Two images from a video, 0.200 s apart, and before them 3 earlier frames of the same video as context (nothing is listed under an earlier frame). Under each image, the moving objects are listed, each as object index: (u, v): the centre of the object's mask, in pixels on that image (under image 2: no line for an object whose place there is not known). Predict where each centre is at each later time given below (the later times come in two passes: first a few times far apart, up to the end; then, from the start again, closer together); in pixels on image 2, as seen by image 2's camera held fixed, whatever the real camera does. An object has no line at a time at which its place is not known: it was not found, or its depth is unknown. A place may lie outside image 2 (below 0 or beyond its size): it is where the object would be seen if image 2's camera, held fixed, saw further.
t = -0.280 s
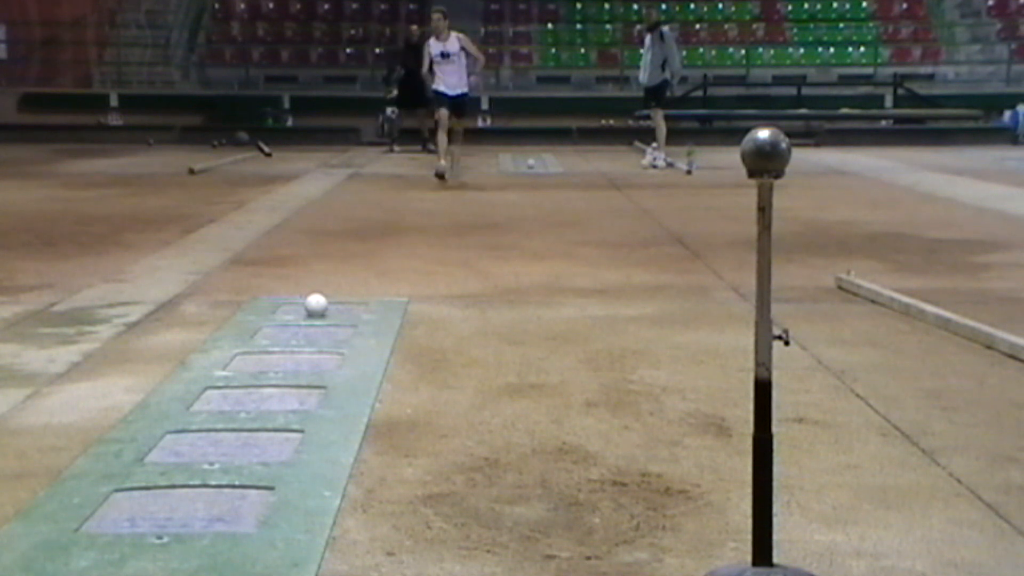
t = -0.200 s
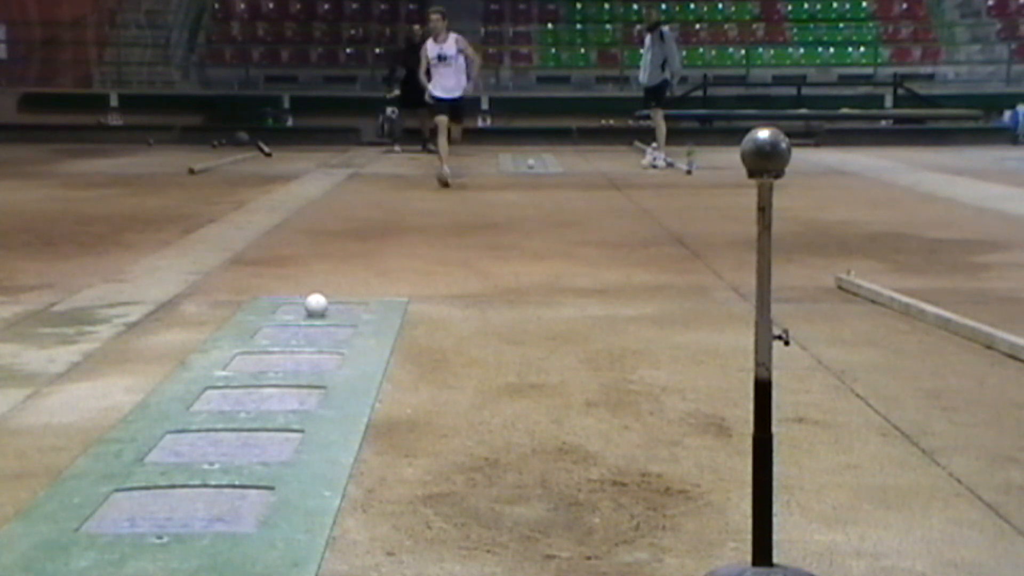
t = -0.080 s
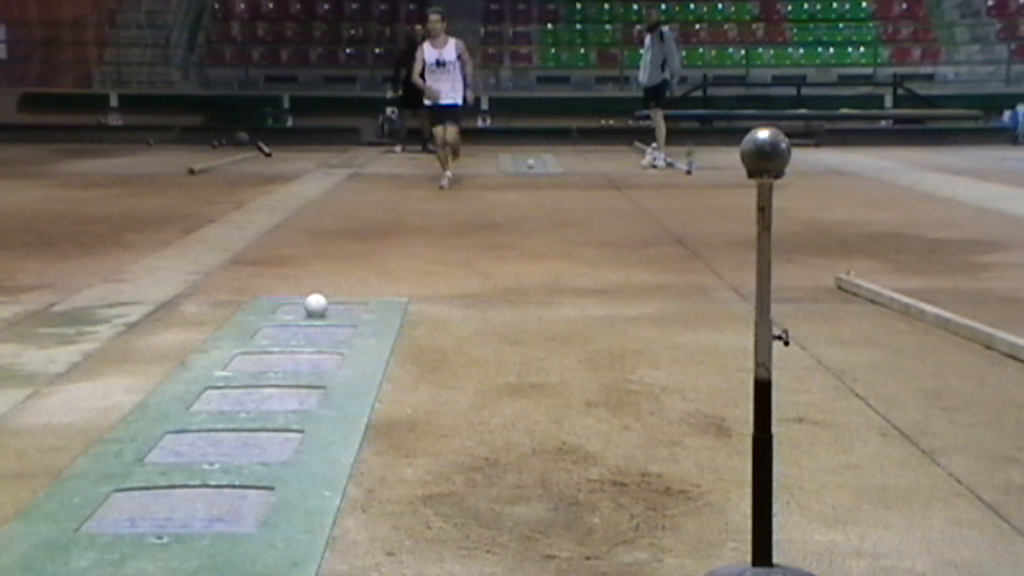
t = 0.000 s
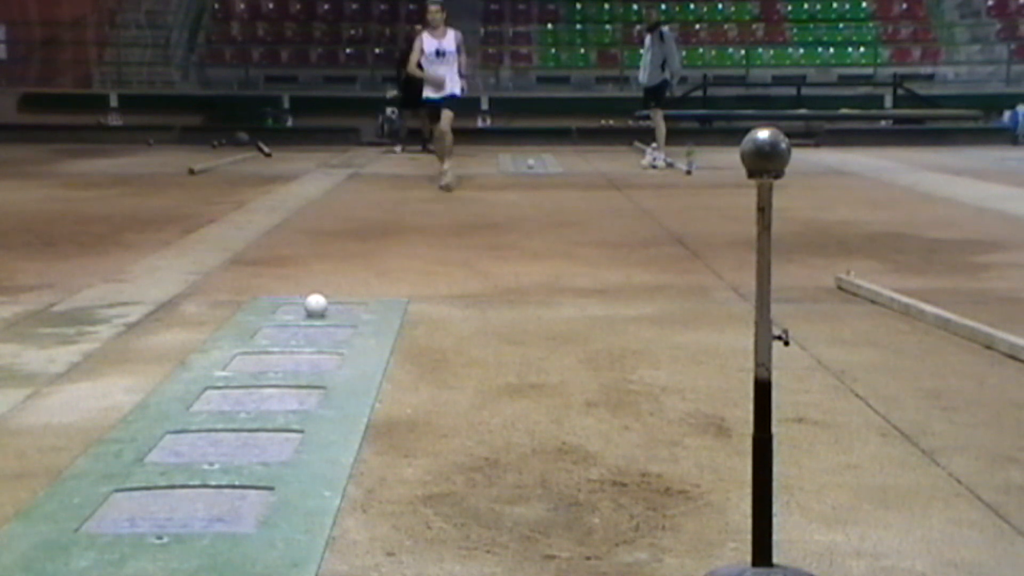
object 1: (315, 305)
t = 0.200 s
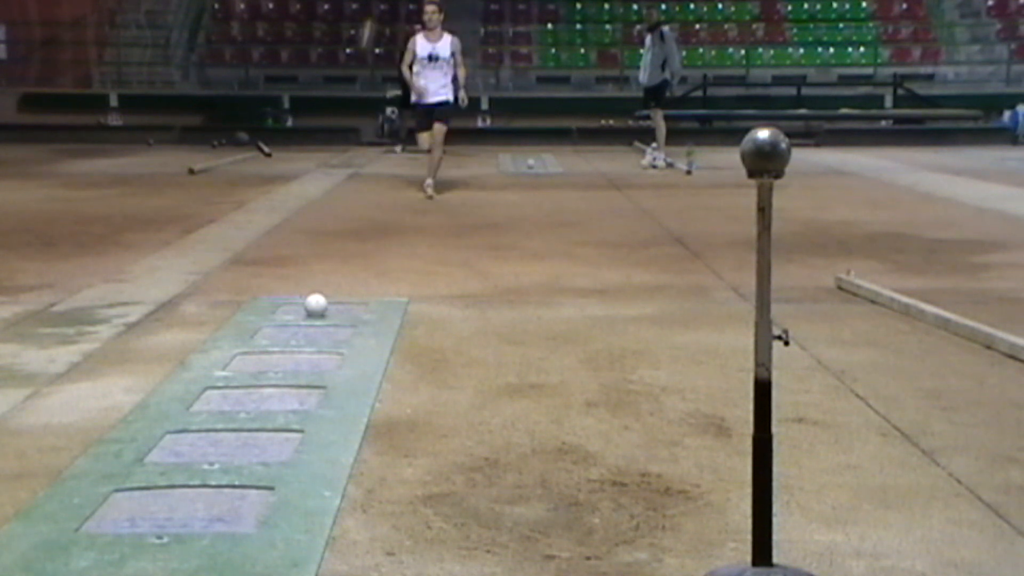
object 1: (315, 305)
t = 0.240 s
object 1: (315, 305)
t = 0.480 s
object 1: (314, 302)
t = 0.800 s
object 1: (143, 387)
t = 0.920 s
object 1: (55, 435)
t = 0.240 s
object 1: (315, 305)
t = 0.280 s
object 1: (315, 305)
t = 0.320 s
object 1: (315, 305)
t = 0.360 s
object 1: (315, 305)
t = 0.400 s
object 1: (315, 306)
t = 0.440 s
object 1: (317, 305)
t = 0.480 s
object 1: (314, 302)
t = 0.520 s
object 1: (289, 305)
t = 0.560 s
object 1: (271, 310)
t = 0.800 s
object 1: (143, 387)
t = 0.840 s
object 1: (114, 407)
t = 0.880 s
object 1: (85, 420)
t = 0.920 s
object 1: (55, 435)
